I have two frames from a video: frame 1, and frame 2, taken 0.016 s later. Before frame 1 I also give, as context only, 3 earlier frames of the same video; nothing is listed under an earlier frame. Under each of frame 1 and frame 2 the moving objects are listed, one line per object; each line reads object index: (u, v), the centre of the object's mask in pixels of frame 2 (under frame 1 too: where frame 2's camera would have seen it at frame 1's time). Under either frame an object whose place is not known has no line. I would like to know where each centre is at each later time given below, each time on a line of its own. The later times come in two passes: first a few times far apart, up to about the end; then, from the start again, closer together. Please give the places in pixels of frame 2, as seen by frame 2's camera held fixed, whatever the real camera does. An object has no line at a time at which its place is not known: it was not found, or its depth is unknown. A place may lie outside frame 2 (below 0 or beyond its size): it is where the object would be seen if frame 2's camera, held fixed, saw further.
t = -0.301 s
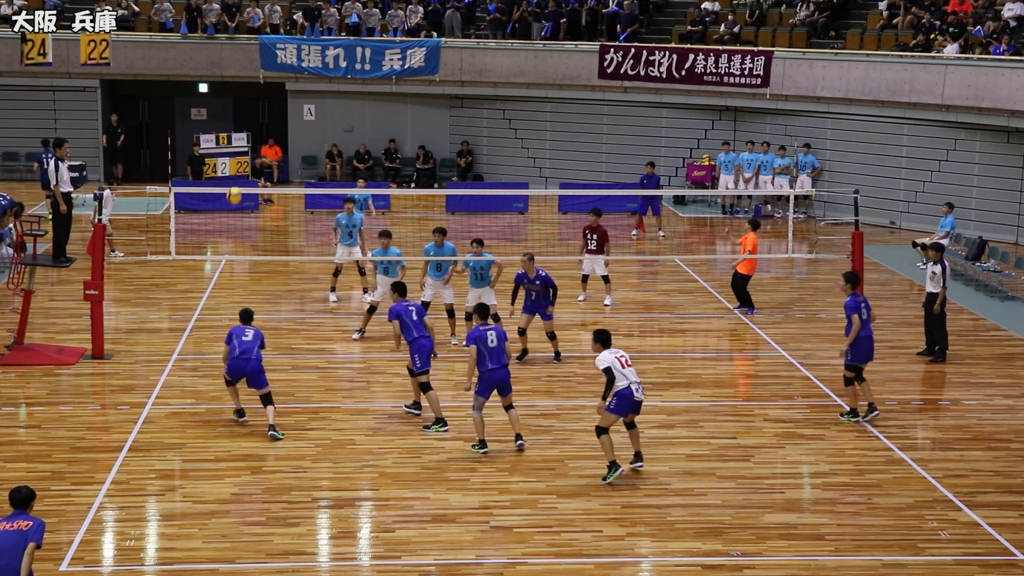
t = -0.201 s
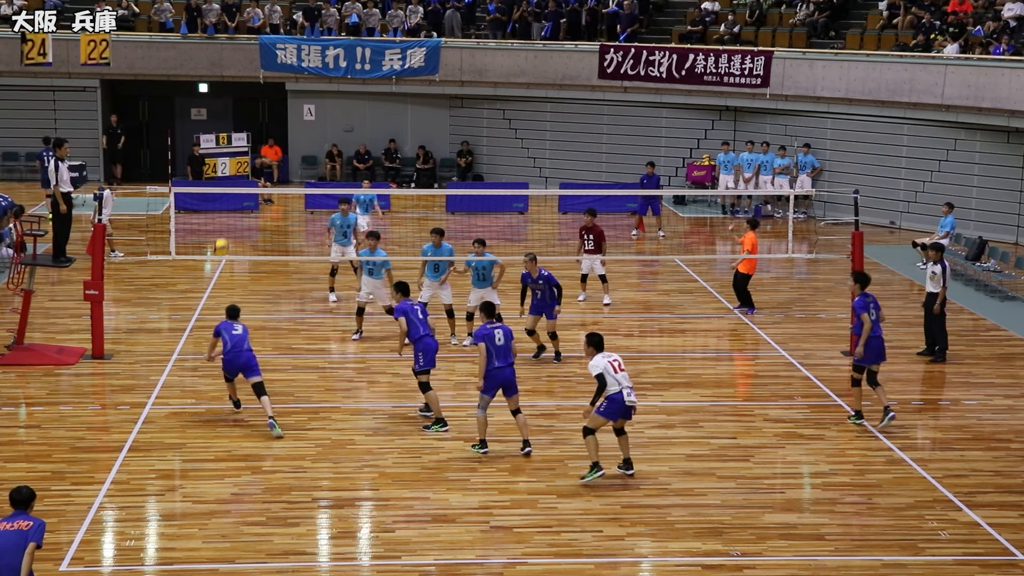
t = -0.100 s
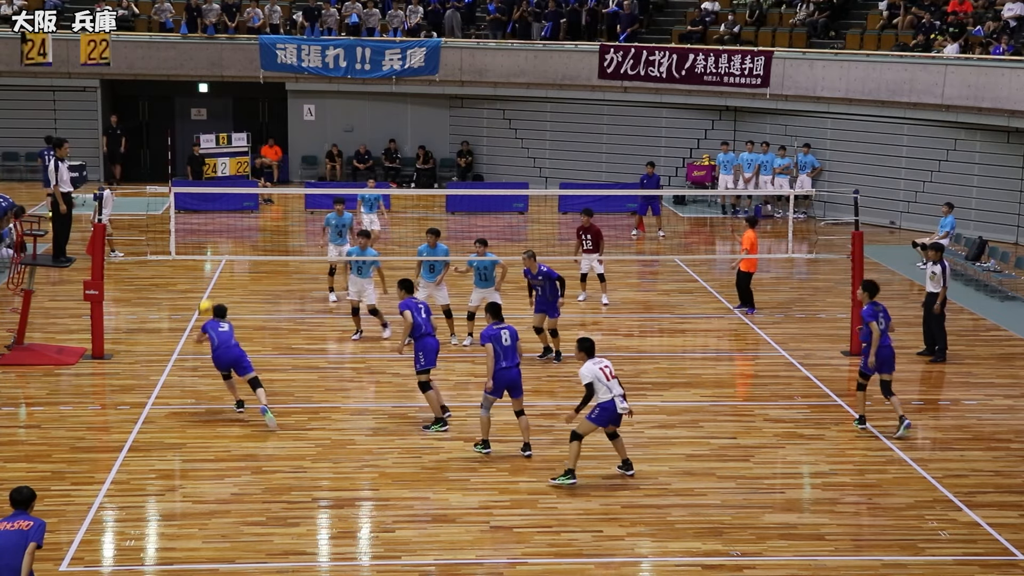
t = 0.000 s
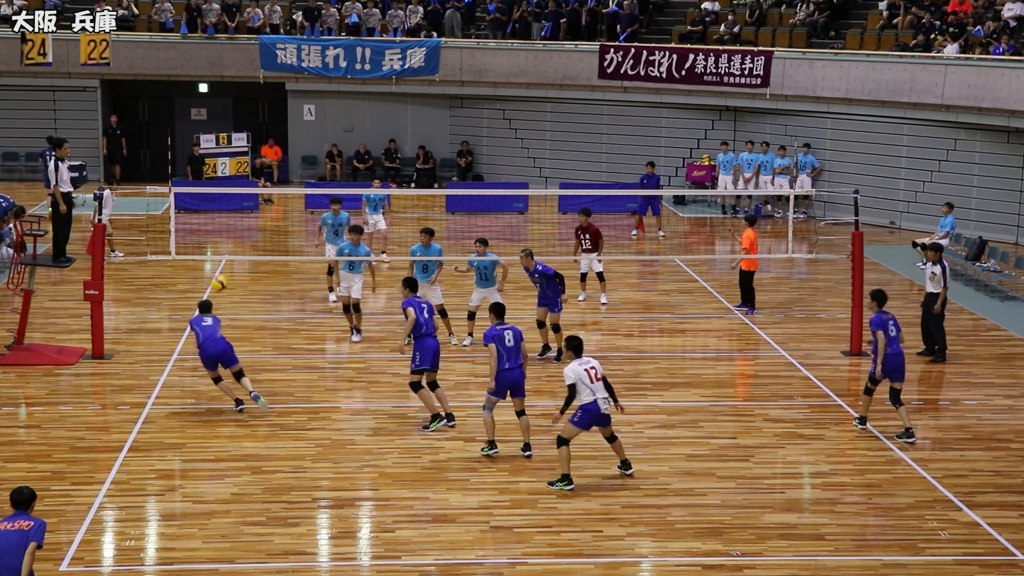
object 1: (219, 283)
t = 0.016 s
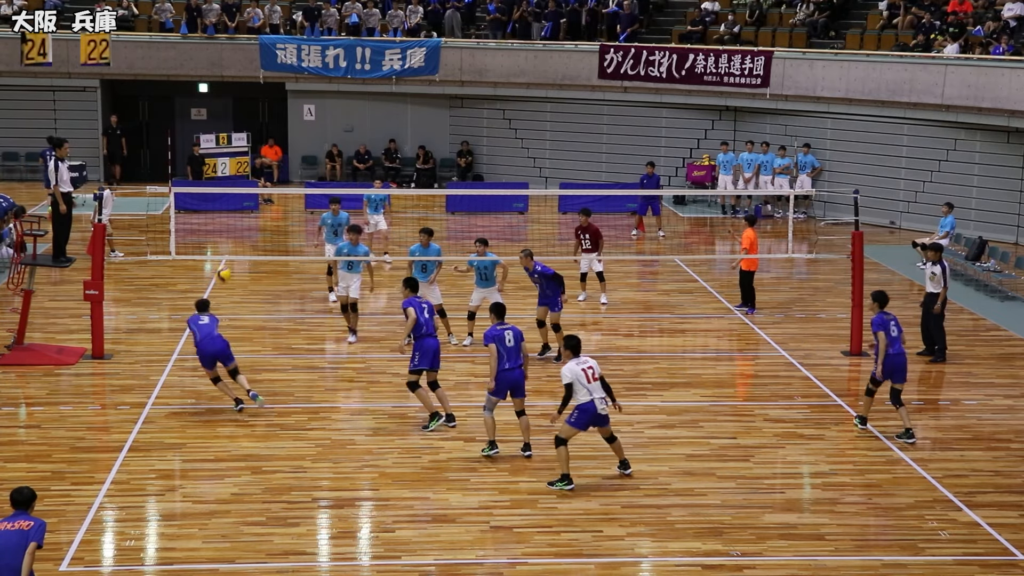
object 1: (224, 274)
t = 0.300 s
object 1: (287, 153)
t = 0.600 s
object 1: (353, 93)
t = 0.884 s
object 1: (413, 98)
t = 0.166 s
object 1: (257, 201)
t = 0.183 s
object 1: (261, 195)
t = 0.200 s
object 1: (265, 188)
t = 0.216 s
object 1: (268, 180)
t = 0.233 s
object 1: (272, 175)
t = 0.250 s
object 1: (276, 169)
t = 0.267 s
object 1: (280, 164)
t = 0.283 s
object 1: (284, 157)
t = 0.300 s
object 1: (287, 153)
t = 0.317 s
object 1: (291, 147)
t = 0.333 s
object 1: (295, 142)
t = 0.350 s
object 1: (298, 137)
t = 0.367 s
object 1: (302, 133)
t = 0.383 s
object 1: (306, 128)
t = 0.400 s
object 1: (310, 125)
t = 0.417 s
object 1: (313, 121)
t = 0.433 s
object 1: (317, 117)
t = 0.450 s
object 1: (321, 113)
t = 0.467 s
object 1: (324, 111)
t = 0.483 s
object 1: (328, 108)
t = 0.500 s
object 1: (332, 104)
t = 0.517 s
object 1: (335, 102)
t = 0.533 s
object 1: (339, 100)
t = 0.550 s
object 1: (343, 98)
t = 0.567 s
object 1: (346, 95)
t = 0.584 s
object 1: (350, 94)
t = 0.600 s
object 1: (353, 93)
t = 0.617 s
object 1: (357, 91)
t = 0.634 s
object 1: (361, 90)
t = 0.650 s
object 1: (364, 89)
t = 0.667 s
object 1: (368, 88)
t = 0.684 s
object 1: (371, 88)
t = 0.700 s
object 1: (375, 88)
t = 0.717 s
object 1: (379, 88)
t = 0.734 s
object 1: (382, 88)
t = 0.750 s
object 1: (385, 88)
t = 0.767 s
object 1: (389, 89)
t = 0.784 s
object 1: (392, 89)
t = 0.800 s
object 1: (396, 90)
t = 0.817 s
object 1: (399, 92)
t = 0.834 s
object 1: (403, 93)
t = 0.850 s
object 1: (406, 94)
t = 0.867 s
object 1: (409, 96)
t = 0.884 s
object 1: (413, 98)
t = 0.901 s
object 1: (416, 100)
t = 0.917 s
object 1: (420, 102)
